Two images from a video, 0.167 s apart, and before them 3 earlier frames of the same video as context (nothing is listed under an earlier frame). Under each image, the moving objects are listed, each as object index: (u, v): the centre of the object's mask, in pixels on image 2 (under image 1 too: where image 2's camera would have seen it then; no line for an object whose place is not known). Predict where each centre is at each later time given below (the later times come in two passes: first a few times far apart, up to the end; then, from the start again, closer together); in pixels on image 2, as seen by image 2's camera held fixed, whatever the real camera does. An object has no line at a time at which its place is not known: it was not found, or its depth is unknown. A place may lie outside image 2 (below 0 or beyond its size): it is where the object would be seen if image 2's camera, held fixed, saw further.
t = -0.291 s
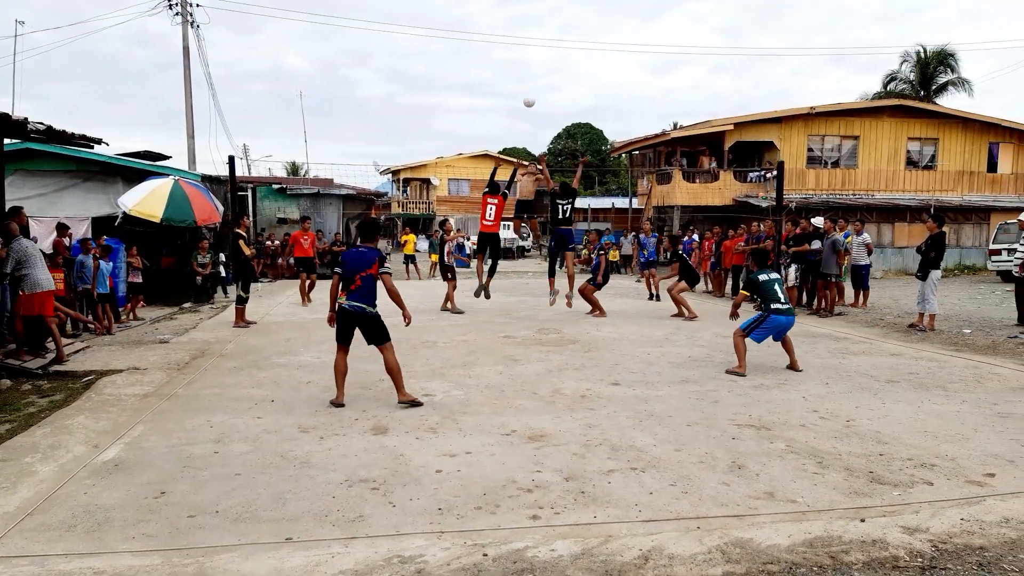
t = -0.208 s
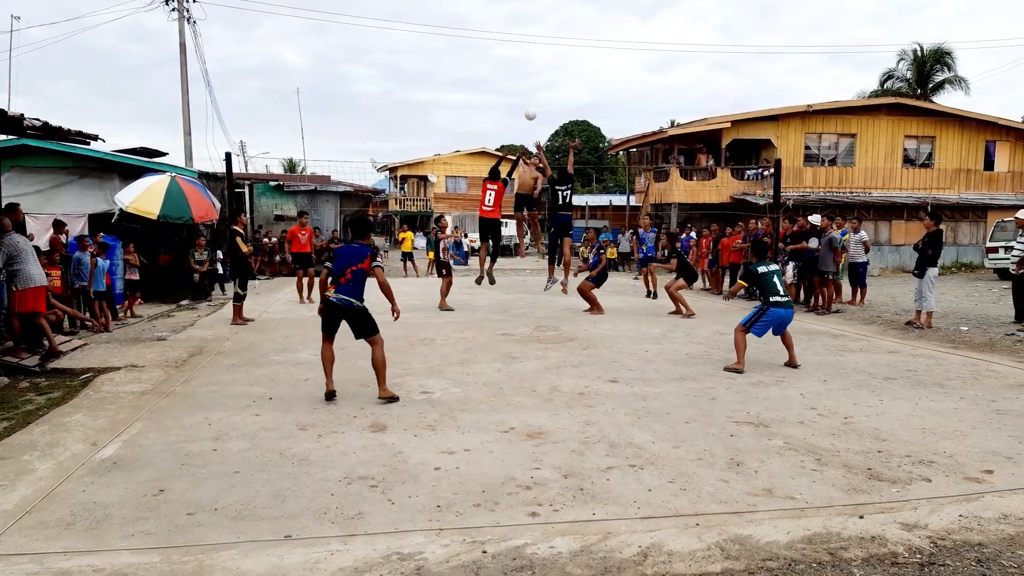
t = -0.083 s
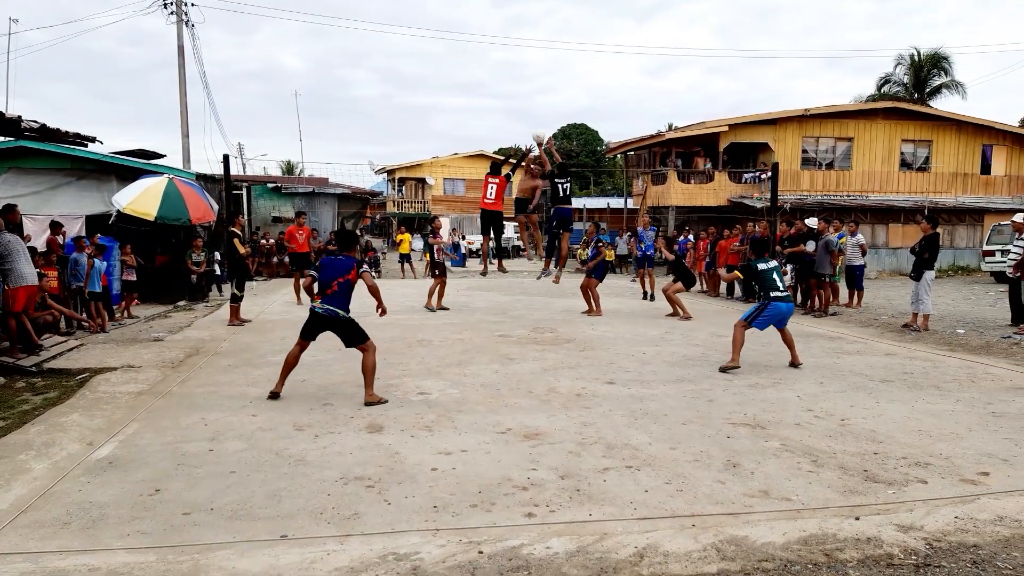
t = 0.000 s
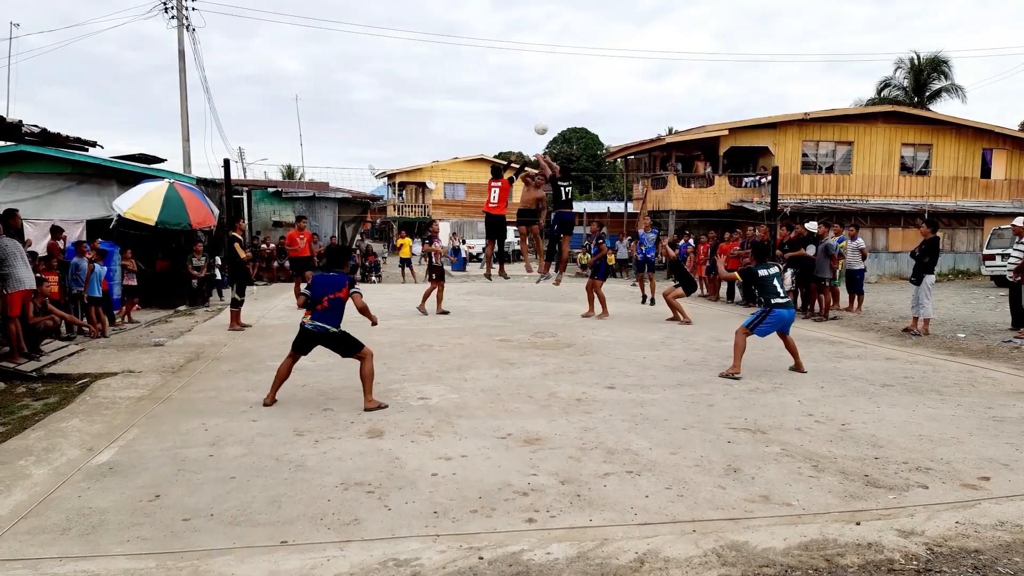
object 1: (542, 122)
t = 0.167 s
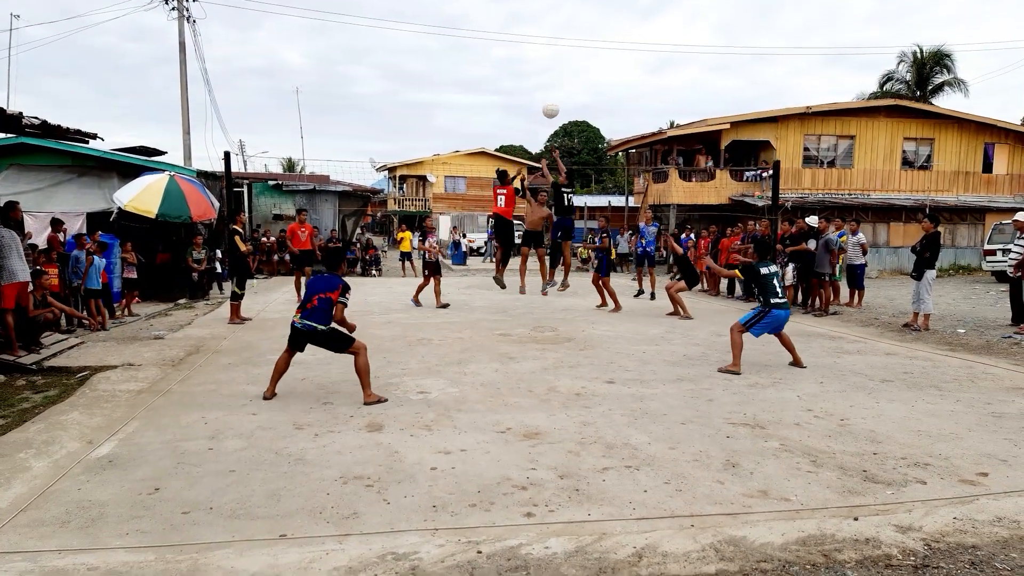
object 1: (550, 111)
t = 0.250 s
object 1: (556, 115)
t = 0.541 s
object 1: (597, 216)
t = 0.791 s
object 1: (677, 521)
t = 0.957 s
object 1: (752, 407)
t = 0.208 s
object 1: (553, 112)
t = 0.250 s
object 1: (556, 115)
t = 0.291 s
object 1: (560, 121)
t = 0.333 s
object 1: (565, 128)
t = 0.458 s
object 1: (582, 169)
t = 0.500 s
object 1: (589, 190)
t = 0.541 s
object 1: (597, 216)
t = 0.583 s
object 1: (606, 247)
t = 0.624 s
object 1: (617, 284)
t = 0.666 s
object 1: (629, 329)
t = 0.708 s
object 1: (643, 382)
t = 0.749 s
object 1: (659, 446)
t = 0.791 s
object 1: (677, 521)
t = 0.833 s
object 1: (690, 503)
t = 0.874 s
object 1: (708, 472)
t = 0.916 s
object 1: (727, 441)
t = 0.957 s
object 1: (752, 407)
